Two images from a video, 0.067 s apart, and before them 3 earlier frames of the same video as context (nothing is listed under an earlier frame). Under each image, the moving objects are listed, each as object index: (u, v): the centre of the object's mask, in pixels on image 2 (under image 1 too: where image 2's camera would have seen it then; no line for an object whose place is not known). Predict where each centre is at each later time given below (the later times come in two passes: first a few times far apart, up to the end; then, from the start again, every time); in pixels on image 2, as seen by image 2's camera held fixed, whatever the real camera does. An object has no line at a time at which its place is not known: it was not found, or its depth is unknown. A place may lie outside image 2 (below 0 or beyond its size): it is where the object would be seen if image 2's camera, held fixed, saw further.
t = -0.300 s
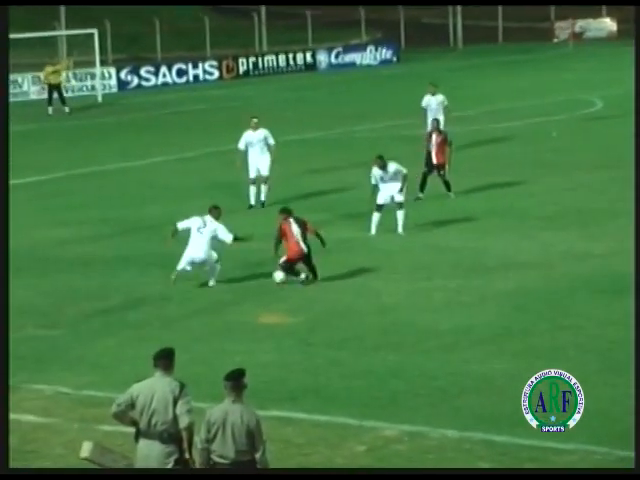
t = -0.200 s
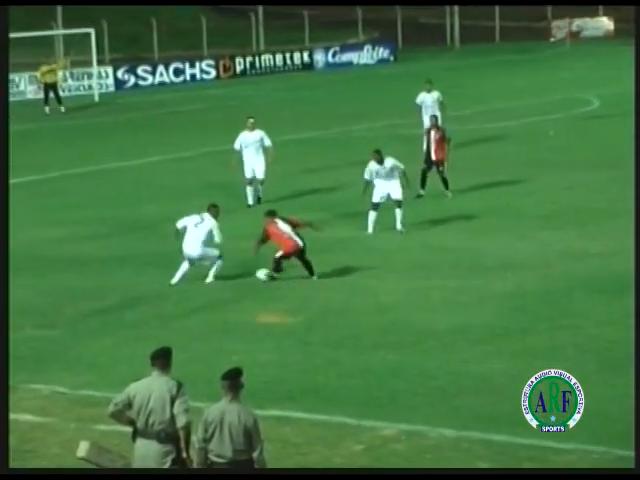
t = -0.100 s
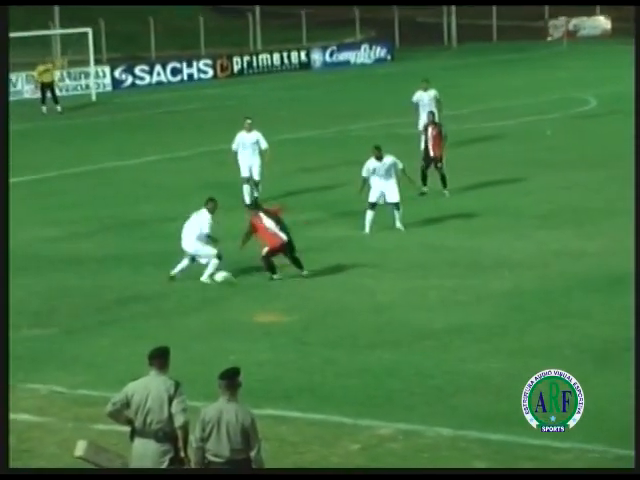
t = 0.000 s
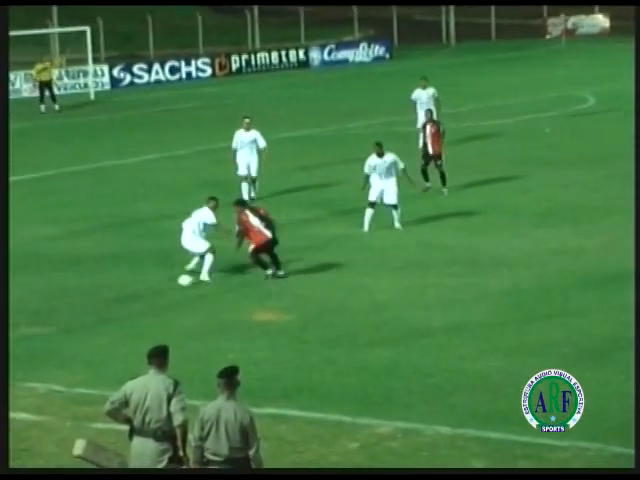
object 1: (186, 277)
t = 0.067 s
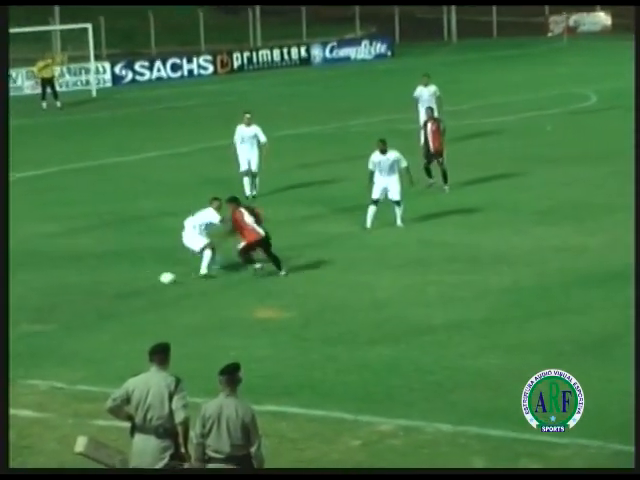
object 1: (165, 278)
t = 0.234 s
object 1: (121, 282)
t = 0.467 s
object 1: (73, 283)
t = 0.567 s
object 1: (54, 285)
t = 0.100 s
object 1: (157, 278)
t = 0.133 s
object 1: (147, 278)
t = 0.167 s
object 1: (139, 279)
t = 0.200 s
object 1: (130, 280)
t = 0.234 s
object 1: (121, 282)
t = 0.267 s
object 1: (113, 283)
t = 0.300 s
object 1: (106, 283)
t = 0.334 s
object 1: (99, 283)
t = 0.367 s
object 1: (93, 283)
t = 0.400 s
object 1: (87, 283)
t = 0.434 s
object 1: (80, 283)
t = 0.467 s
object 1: (73, 283)
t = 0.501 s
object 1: (67, 284)
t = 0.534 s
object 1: (61, 284)
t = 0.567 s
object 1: (54, 285)
